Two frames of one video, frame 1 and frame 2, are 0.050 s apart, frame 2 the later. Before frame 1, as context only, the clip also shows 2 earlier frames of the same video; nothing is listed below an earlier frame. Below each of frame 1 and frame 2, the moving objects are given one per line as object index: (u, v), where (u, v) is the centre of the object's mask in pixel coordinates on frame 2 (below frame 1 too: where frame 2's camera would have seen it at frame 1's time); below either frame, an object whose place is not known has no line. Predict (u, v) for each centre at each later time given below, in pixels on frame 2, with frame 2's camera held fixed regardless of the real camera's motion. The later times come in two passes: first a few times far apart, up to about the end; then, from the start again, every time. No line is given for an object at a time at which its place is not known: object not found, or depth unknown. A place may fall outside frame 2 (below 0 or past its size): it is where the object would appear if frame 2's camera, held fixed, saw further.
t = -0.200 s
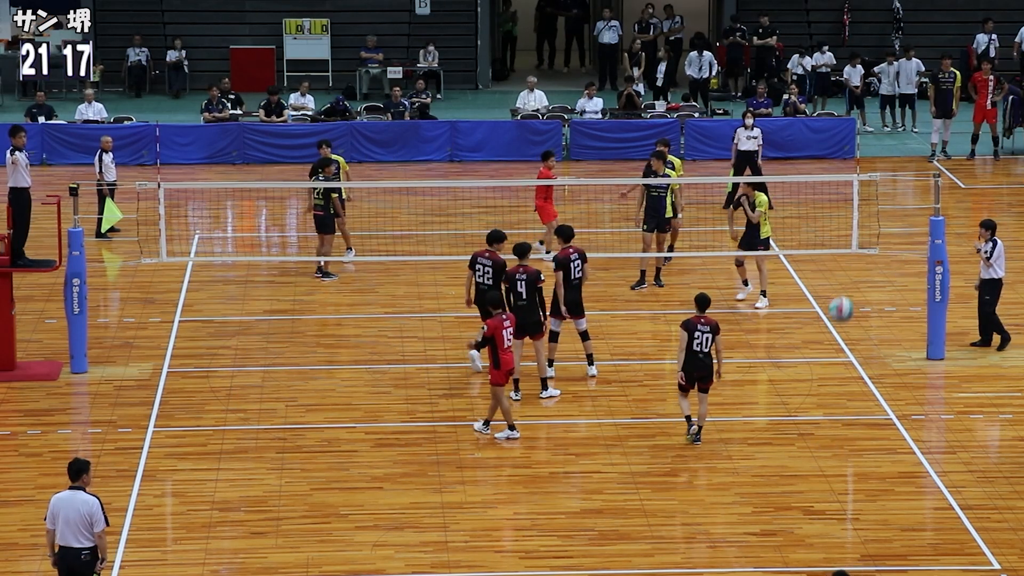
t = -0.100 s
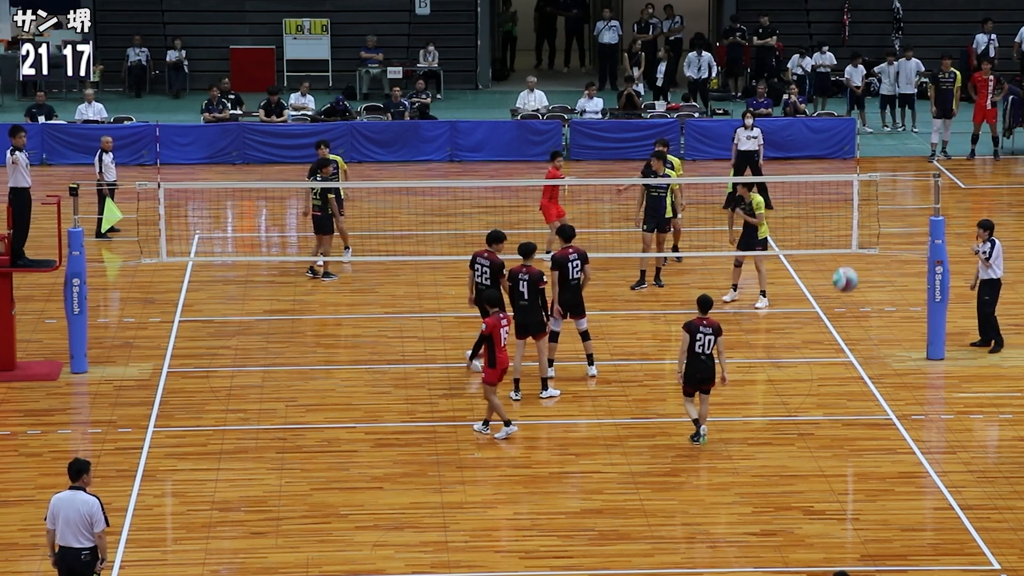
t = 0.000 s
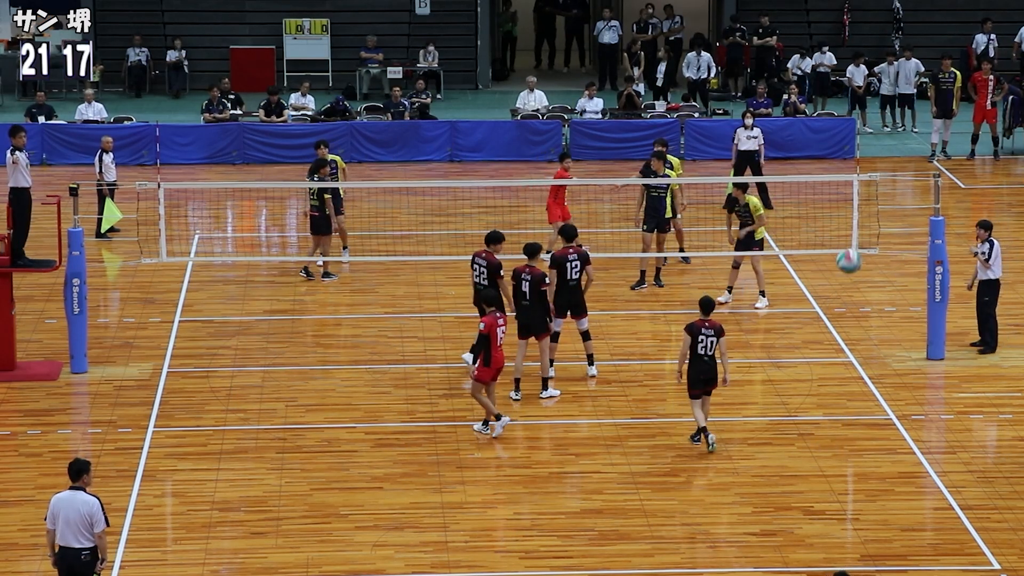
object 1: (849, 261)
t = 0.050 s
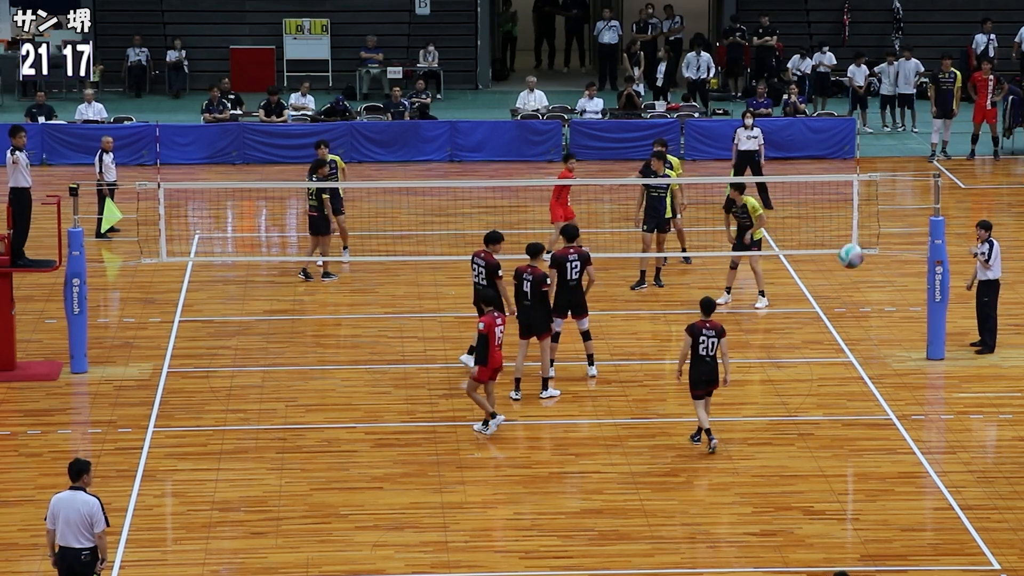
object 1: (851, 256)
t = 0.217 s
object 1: (857, 259)
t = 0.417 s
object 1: (862, 305)
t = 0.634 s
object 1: (868, 404)
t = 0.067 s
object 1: (851, 255)
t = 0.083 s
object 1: (852, 254)
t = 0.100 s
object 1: (852, 254)
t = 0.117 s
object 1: (853, 253)
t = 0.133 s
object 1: (854, 254)
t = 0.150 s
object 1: (854, 254)
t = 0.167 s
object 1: (855, 255)
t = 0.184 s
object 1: (855, 256)
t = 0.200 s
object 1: (856, 257)
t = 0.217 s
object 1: (857, 259)
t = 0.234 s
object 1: (857, 261)
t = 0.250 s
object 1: (857, 263)
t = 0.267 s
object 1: (857, 266)
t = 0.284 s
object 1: (858, 269)
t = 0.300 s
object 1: (859, 272)
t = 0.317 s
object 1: (860, 276)
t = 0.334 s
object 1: (860, 280)
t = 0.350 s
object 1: (860, 284)
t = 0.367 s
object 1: (861, 289)
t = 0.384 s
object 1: (861, 294)
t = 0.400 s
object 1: (862, 299)
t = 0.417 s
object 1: (862, 305)
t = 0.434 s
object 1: (863, 310)
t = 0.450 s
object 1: (863, 316)
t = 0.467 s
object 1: (863, 323)
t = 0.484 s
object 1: (864, 329)
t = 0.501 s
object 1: (865, 337)
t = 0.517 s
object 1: (865, 344)
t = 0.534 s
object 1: (866, 352)
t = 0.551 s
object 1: (866, 360)
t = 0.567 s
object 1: (867, 368)
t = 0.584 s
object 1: (867, 376)
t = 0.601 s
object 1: (867, 386)
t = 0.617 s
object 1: (868, 395)
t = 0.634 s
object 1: (868, 404)
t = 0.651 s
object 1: (868, 415)
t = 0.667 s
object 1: (869, 425)
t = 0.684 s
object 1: (870, 435)
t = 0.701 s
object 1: (870, 445)
